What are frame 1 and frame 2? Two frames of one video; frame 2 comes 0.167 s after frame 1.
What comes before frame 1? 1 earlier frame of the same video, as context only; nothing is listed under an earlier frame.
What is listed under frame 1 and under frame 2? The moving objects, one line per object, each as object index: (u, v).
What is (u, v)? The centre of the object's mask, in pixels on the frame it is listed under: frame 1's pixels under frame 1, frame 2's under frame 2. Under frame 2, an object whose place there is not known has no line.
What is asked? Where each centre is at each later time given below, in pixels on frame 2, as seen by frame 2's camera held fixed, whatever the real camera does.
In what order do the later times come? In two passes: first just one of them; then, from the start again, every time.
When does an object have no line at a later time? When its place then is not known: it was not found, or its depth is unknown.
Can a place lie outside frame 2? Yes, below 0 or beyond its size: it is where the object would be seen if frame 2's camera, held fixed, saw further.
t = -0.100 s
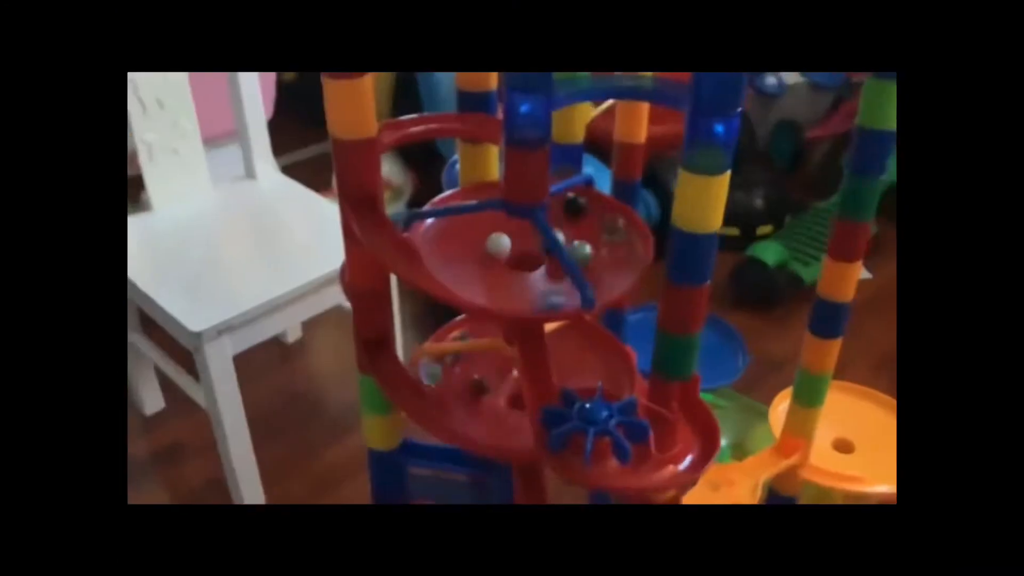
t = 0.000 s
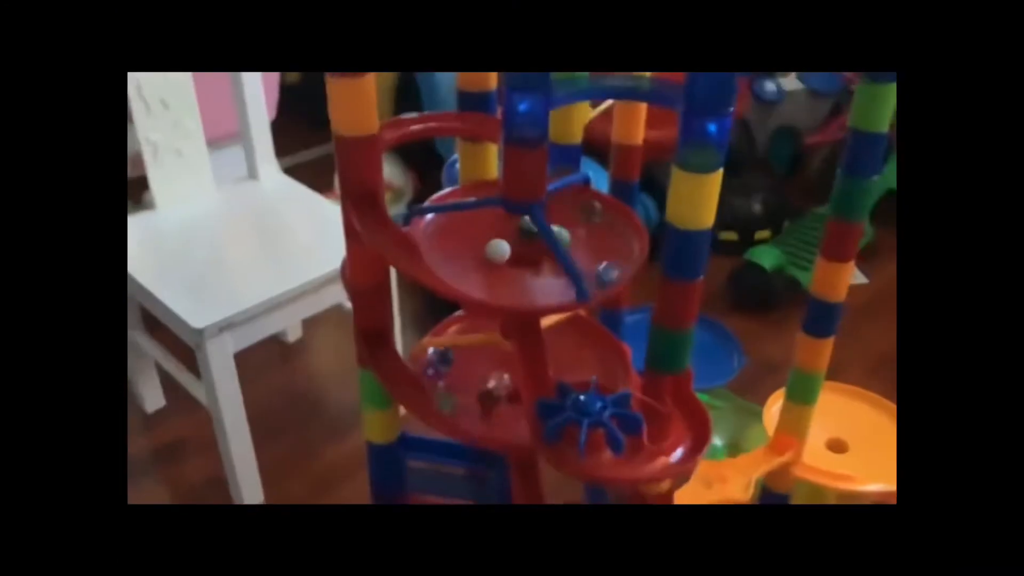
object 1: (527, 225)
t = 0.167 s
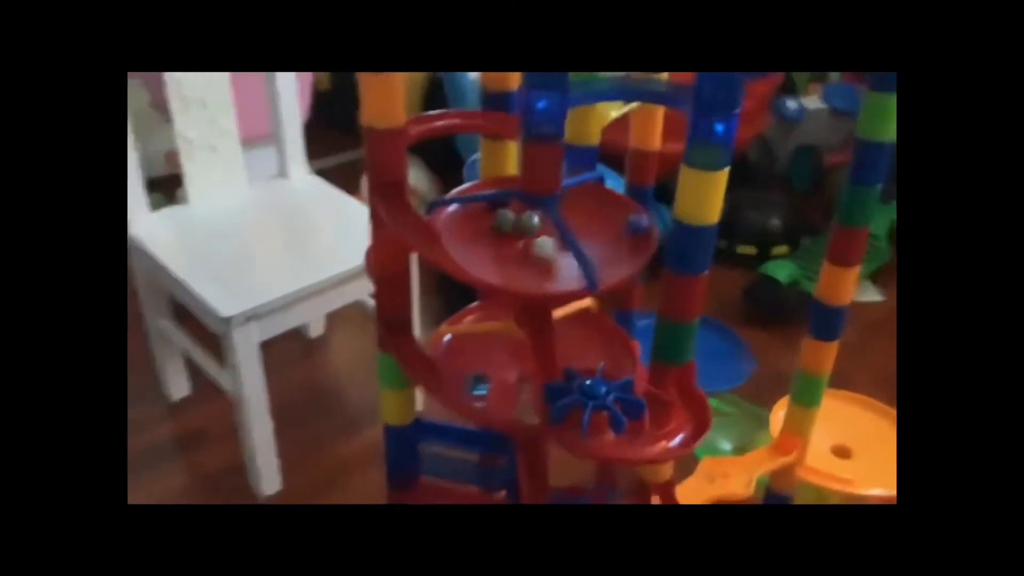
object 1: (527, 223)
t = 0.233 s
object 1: (516, 224)
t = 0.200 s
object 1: (520, 222)
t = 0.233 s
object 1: (516, 224)
